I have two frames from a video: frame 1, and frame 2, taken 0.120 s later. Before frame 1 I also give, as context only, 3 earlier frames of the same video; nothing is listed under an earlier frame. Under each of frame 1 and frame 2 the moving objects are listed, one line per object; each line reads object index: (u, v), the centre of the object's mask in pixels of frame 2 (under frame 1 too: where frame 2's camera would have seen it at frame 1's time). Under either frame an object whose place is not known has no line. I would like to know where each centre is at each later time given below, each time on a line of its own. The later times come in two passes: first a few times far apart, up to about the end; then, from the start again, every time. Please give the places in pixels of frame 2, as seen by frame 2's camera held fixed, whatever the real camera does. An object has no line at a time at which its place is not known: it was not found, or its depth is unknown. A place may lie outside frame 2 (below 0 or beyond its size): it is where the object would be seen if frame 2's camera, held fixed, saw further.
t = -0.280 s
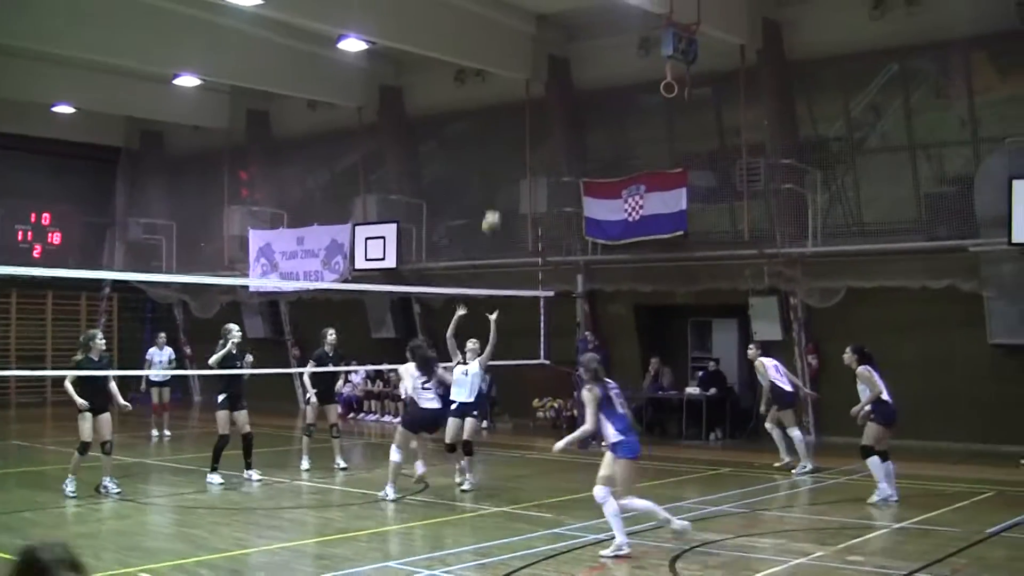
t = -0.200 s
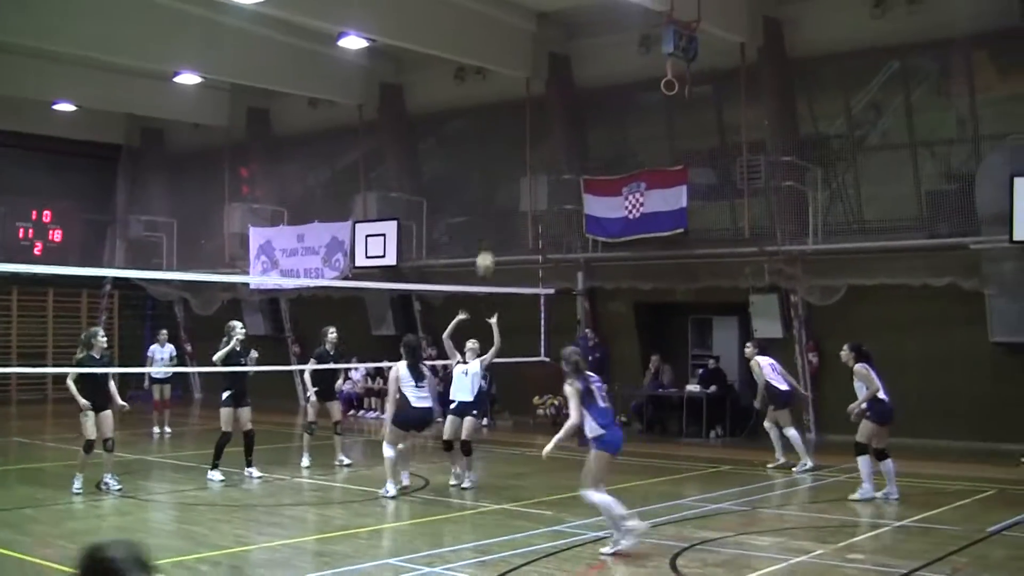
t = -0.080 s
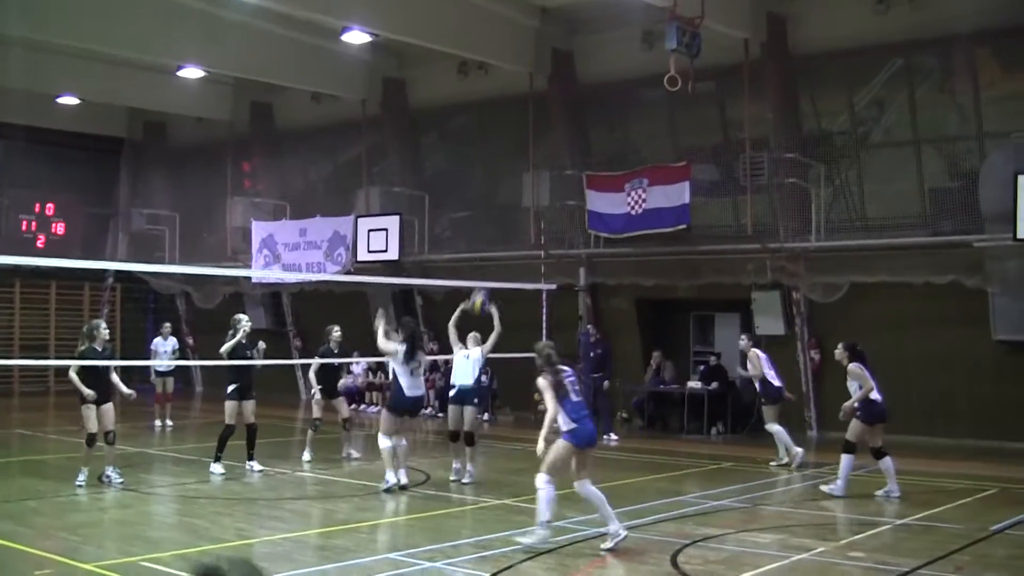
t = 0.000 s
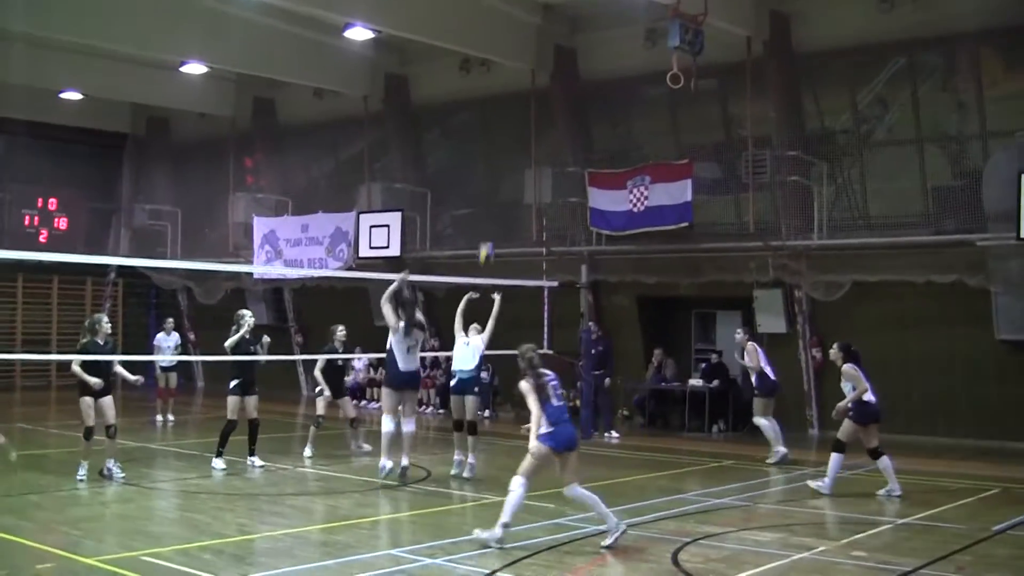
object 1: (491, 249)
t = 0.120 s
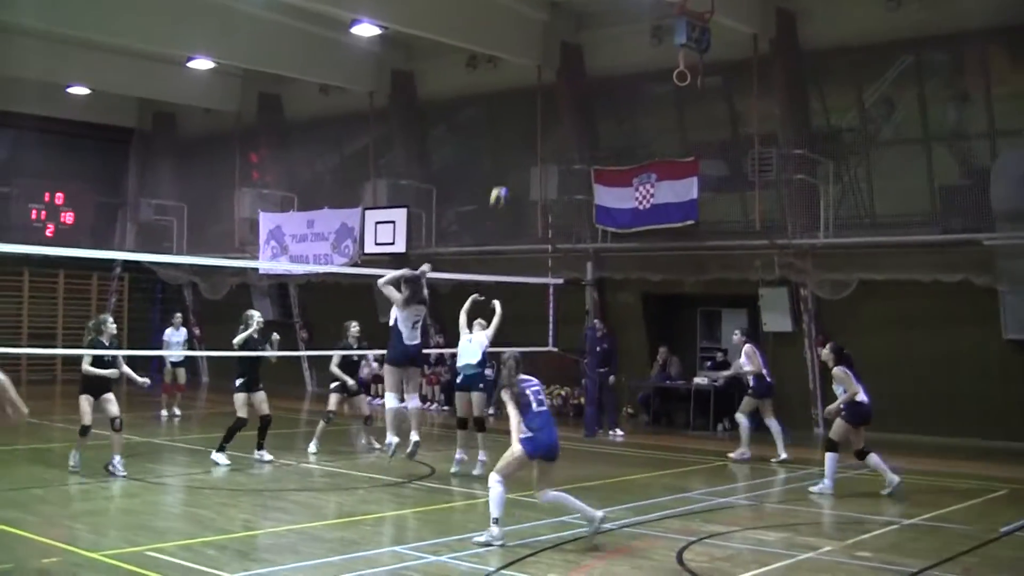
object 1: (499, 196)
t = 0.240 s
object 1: (505, 158)
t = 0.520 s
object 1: (517, 117)
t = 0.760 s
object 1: (525, 133)
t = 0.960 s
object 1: (531, 181)
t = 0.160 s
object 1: (500, 182)
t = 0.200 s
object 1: (503, 169)
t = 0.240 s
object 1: (505, 158)
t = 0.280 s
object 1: (506, 147)
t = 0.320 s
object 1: (508, 139)
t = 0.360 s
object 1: (510, 132)
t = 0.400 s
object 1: (512, 126)
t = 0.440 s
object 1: (513, 122)
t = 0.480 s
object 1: (515, 118)
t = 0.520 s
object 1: (517, 117)
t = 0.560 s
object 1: (519, 117)
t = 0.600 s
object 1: (520, 117)
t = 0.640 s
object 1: (521, 119)
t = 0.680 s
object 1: (523, 123)
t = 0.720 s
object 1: (524, 127)
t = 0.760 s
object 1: (525, 133)
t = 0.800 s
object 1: (526, 140)
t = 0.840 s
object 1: (528, 149)
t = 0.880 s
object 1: (529, 159)
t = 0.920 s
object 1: (530, 170)
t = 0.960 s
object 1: (531, 181)
